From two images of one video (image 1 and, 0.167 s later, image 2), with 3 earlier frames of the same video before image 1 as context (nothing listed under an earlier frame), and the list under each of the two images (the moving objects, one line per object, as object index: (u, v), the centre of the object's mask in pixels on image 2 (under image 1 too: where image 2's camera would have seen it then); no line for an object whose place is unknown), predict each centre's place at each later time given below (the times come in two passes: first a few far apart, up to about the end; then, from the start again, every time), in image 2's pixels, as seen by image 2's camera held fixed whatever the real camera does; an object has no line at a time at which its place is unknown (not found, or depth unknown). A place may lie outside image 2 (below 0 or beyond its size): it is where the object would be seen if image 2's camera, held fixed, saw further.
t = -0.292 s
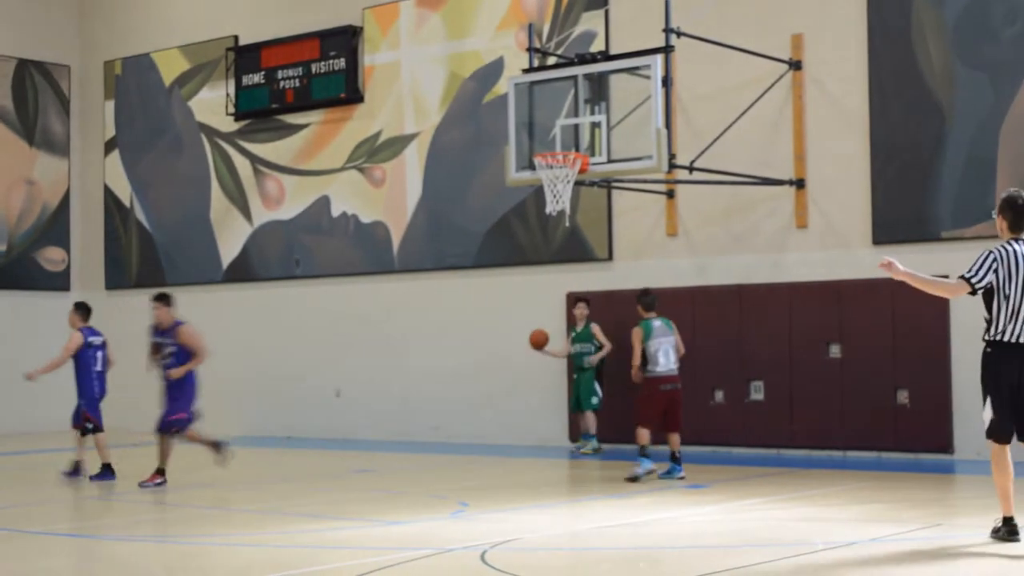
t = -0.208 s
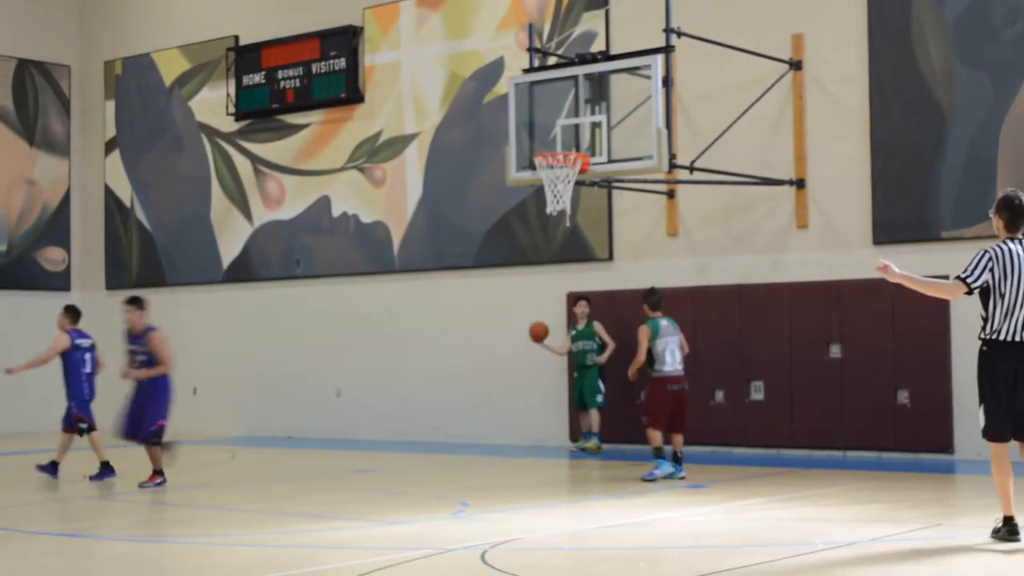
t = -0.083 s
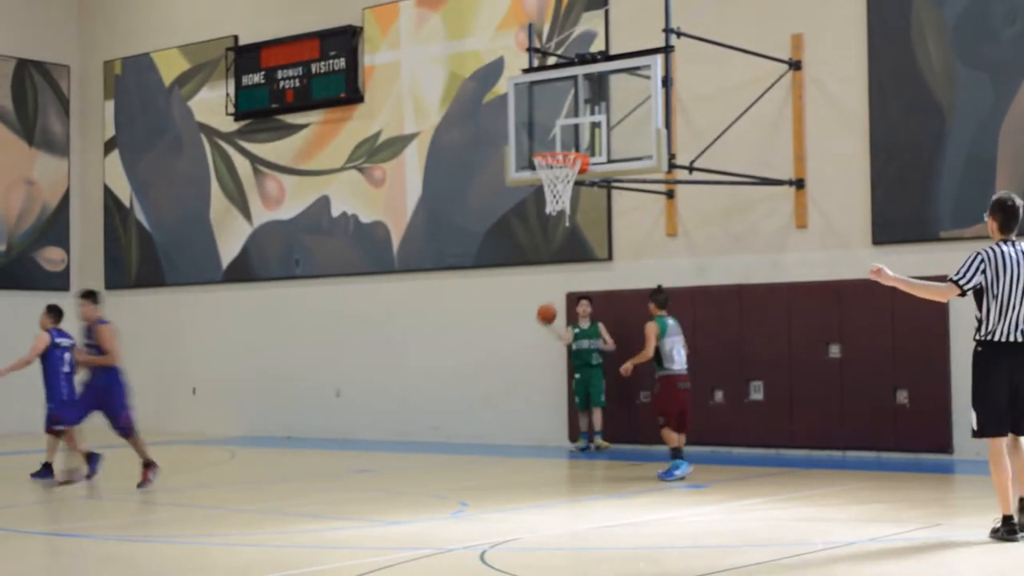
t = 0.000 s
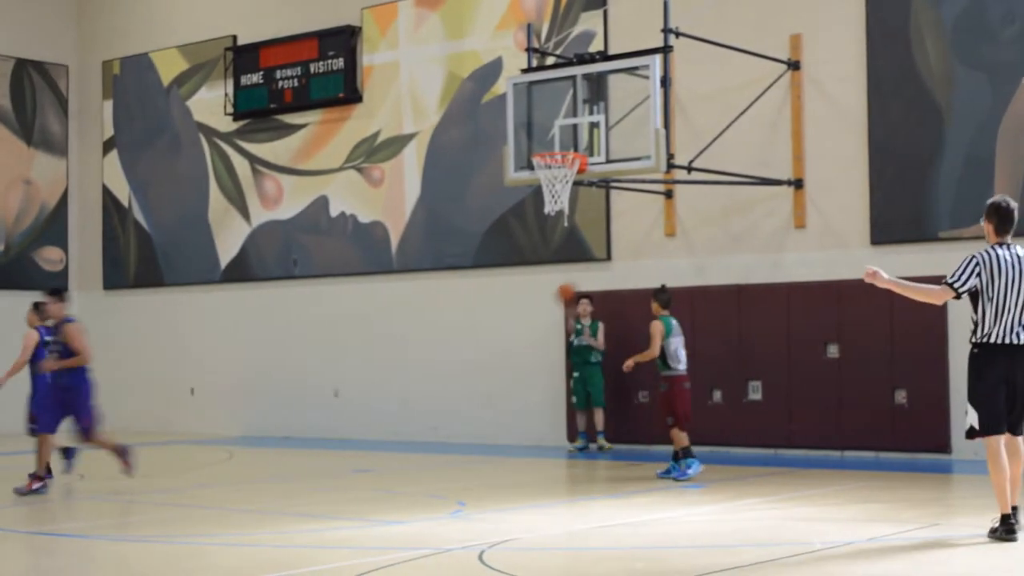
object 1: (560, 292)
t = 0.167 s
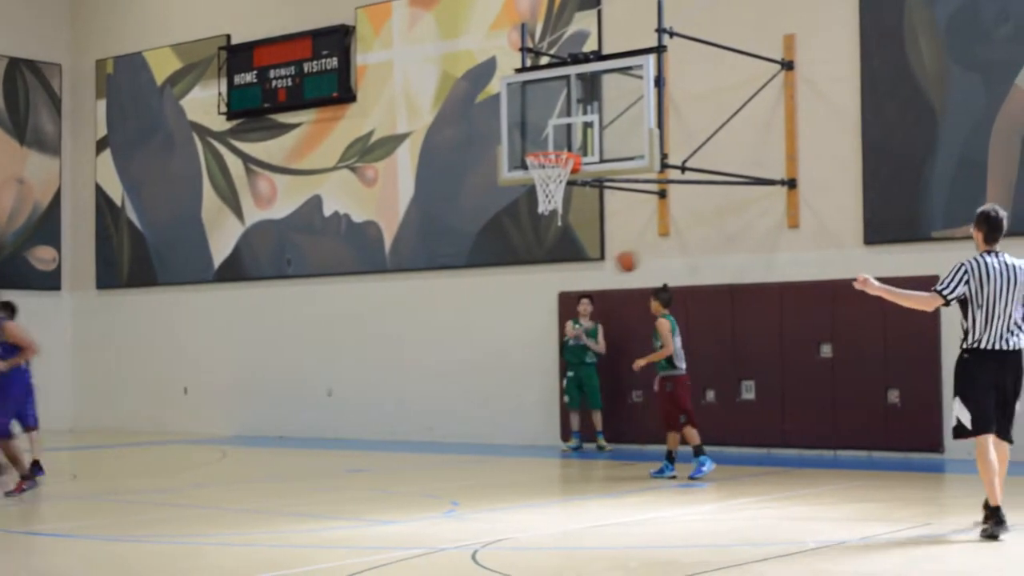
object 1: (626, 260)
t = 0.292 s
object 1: (682, 252)
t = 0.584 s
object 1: (845, 297)
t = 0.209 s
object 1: (644, 256)
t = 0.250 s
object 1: (663, 253)
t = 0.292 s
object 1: (682, 252)
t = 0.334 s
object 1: (703, 252)
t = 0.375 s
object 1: (723, 254)
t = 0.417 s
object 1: (745, 259)
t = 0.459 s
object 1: (768, 265)
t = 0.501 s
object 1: (794, 275)
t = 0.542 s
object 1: (820, 285)
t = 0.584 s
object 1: (845, 297)
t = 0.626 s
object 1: (872, 312)
